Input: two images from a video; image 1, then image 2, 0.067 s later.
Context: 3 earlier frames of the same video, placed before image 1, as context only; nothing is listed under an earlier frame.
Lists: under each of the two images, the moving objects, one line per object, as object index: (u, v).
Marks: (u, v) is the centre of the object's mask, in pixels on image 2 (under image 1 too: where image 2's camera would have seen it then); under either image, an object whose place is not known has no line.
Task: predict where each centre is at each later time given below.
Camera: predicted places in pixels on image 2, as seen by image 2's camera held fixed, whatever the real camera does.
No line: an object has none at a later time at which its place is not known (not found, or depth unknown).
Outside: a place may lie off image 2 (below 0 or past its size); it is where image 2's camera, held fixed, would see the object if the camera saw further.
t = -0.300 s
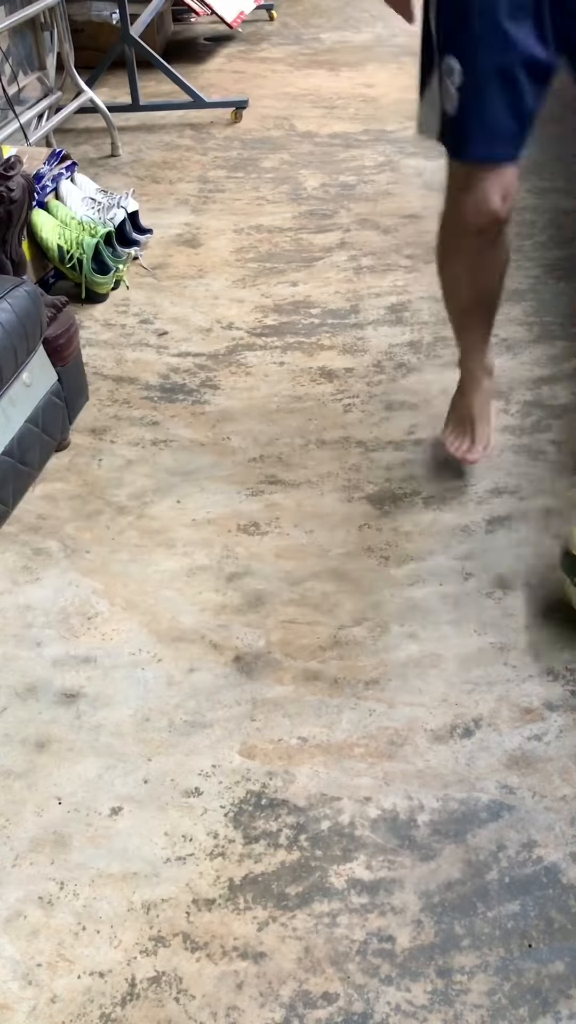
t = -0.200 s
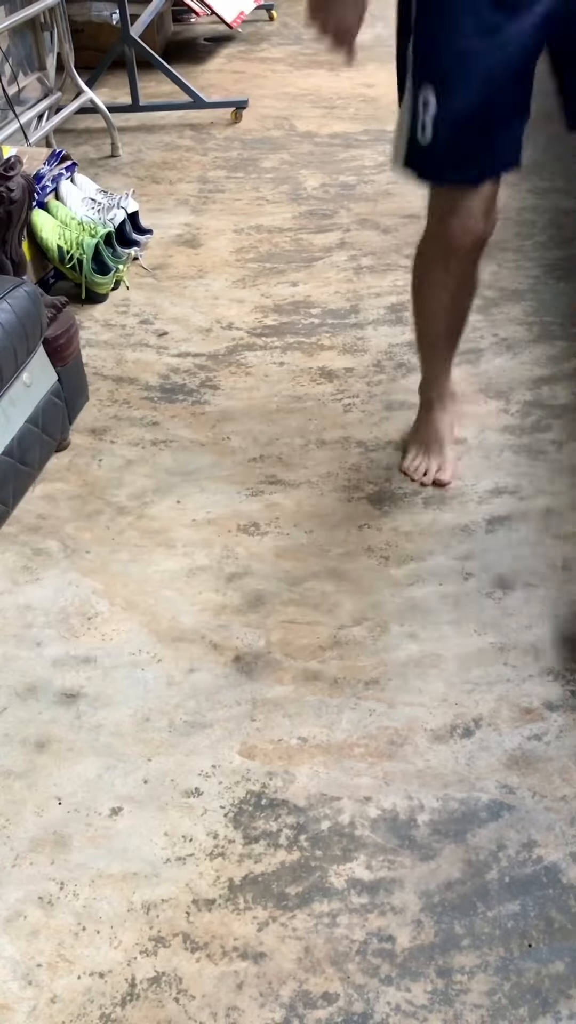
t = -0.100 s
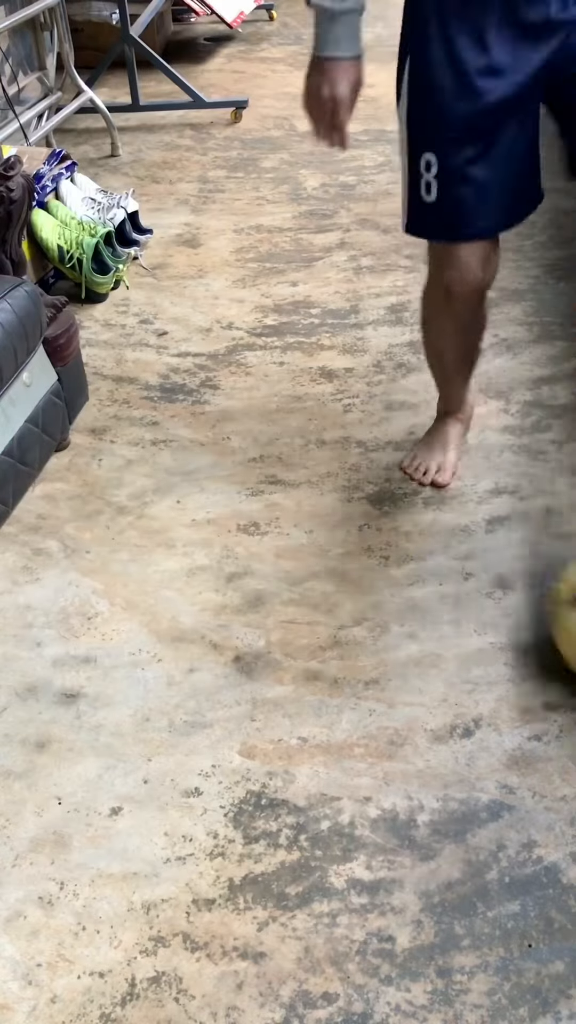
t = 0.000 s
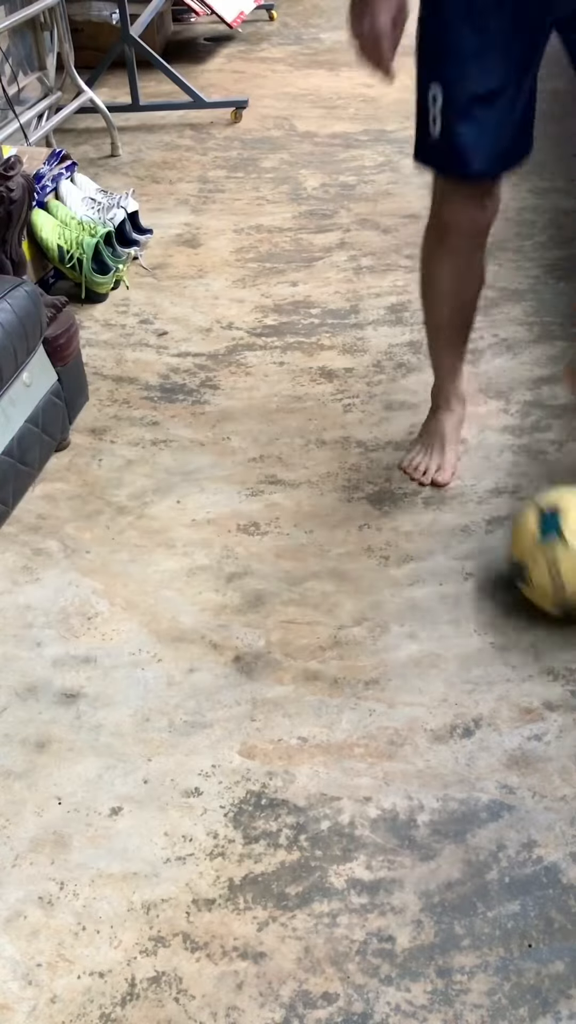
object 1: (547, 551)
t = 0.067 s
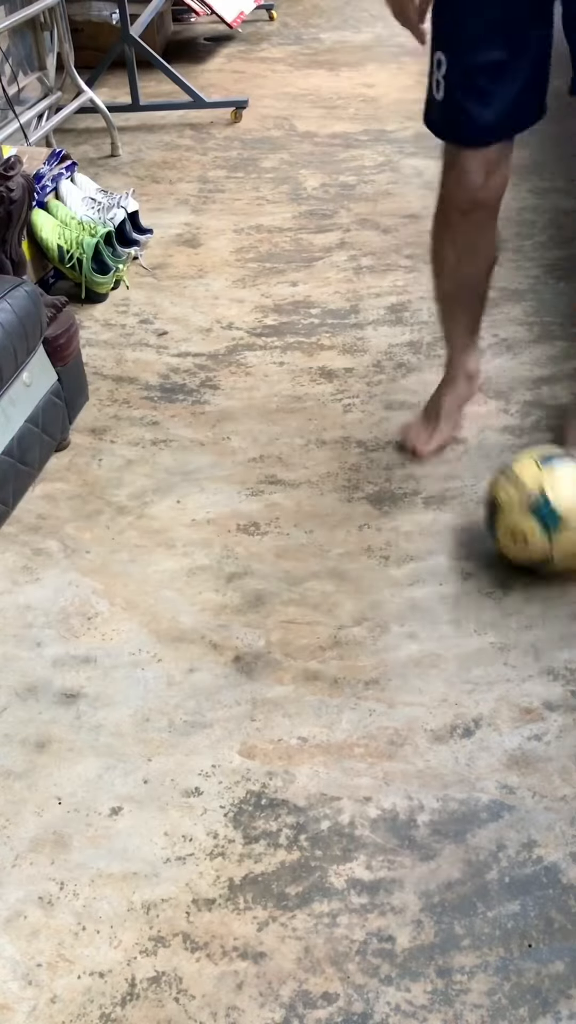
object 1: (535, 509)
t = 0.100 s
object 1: (528, 485)
